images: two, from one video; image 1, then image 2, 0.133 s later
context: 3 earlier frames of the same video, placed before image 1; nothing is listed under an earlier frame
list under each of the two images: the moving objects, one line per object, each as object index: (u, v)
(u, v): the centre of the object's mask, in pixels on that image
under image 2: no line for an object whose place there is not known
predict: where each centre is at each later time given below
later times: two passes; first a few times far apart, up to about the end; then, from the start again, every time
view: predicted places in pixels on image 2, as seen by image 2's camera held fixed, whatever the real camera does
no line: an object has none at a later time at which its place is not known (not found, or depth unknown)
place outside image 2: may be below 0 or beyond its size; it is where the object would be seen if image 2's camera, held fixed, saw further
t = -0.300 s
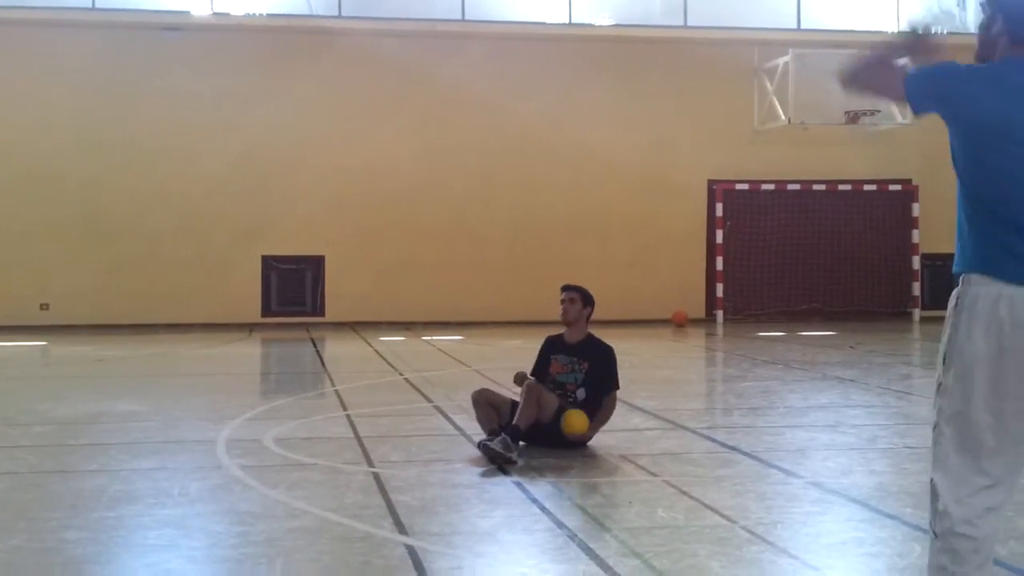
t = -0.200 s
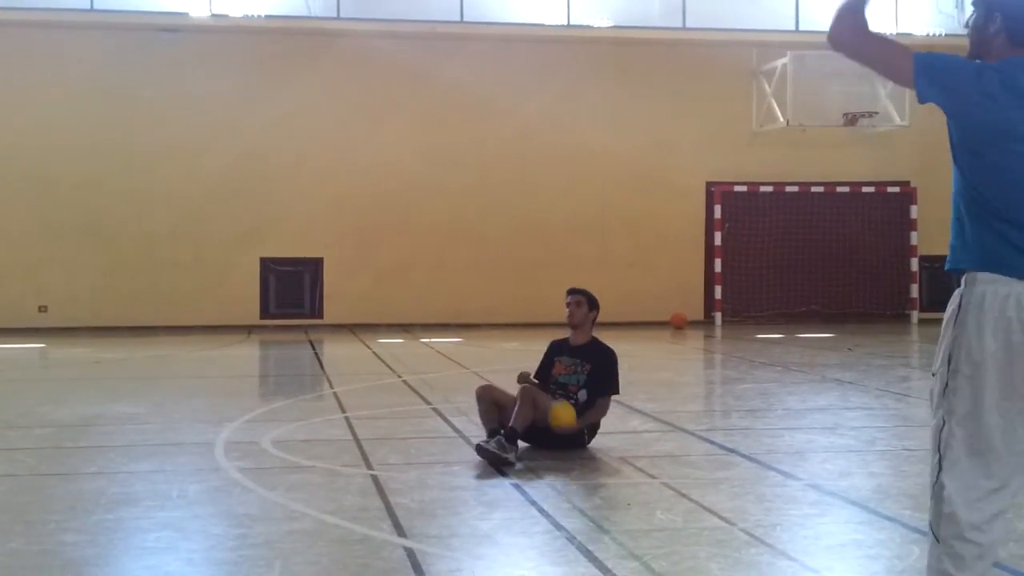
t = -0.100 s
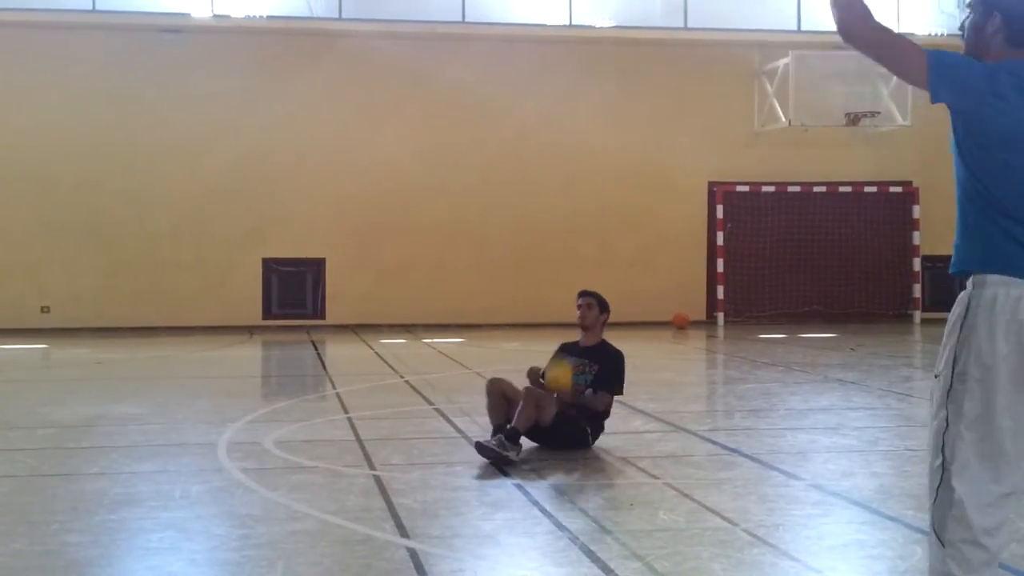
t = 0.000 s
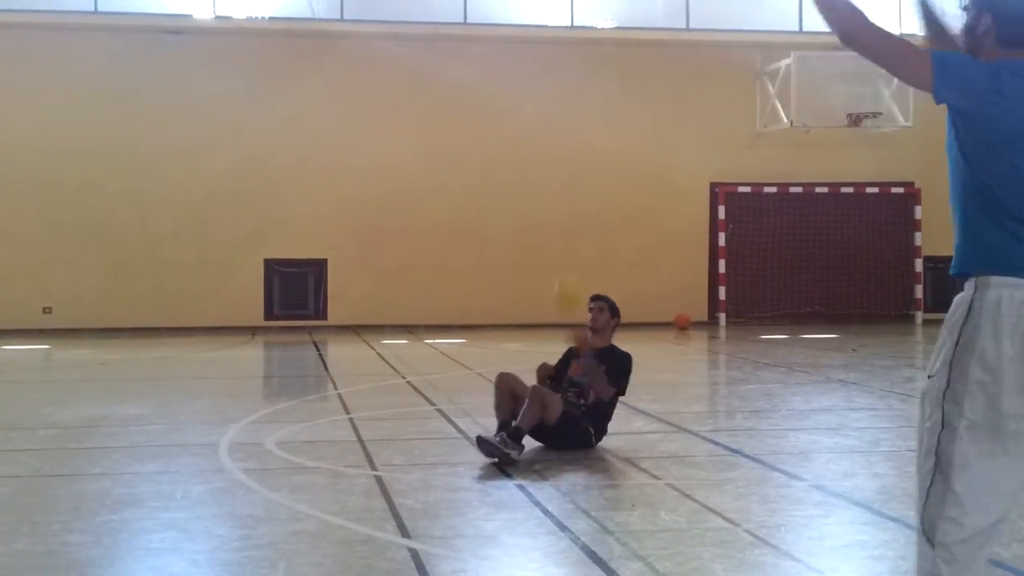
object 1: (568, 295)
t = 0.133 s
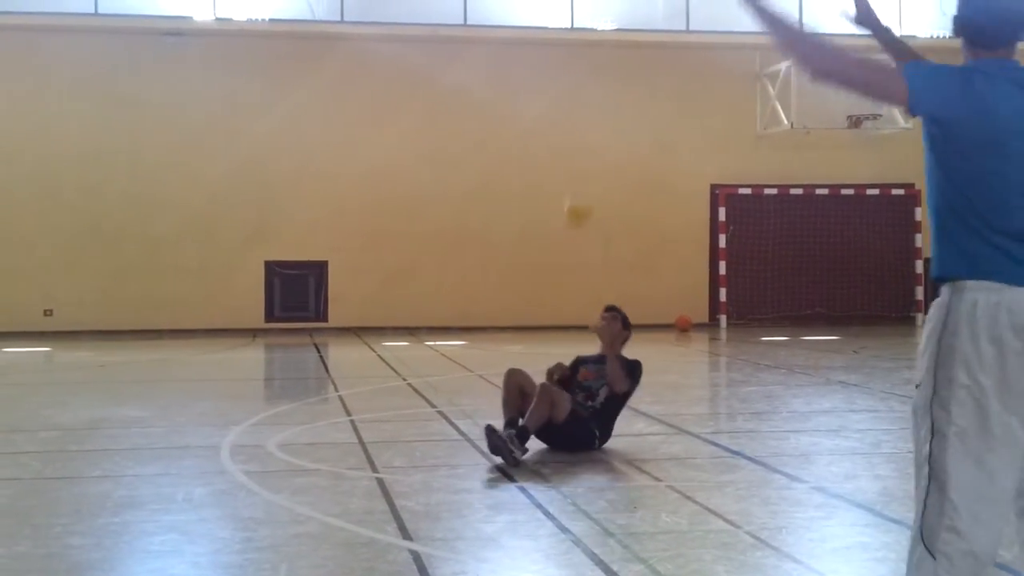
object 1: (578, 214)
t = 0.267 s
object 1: (590, 156)
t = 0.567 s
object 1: (613, 146)
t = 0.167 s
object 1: (581, 195)
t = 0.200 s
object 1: (583, 181)
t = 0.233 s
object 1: (586, 167)
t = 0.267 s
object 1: (590, 156)
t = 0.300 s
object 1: (592, 147)
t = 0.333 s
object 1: (595, 140)
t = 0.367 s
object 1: (598, 135)
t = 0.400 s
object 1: (600, 132)
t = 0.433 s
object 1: (603, 131)
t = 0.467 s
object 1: (606, 132)
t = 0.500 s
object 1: (608, 134)
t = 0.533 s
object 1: (611, 138)
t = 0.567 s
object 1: (613, 146)
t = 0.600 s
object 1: (616, 155)
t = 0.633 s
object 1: (618, 165)
